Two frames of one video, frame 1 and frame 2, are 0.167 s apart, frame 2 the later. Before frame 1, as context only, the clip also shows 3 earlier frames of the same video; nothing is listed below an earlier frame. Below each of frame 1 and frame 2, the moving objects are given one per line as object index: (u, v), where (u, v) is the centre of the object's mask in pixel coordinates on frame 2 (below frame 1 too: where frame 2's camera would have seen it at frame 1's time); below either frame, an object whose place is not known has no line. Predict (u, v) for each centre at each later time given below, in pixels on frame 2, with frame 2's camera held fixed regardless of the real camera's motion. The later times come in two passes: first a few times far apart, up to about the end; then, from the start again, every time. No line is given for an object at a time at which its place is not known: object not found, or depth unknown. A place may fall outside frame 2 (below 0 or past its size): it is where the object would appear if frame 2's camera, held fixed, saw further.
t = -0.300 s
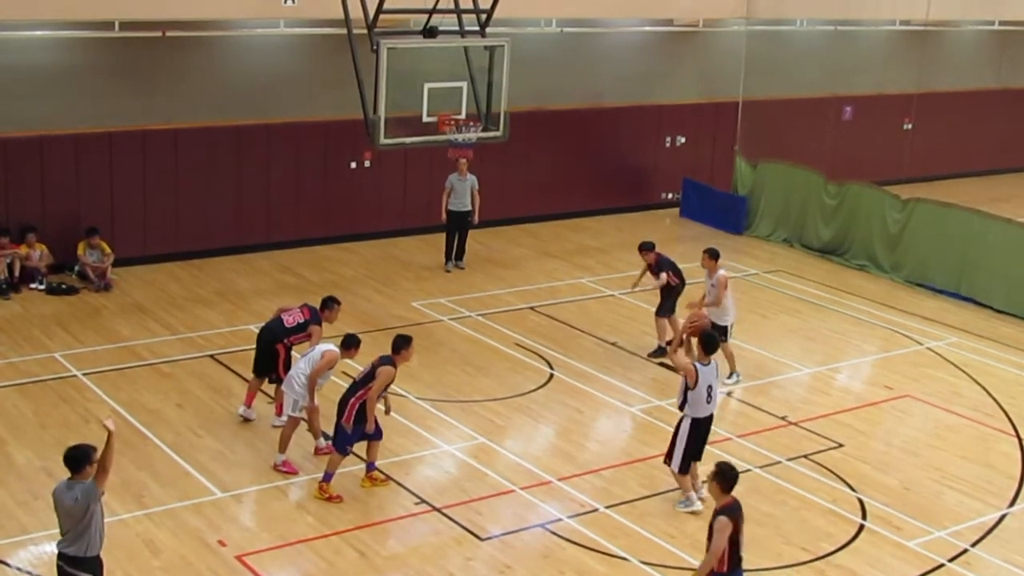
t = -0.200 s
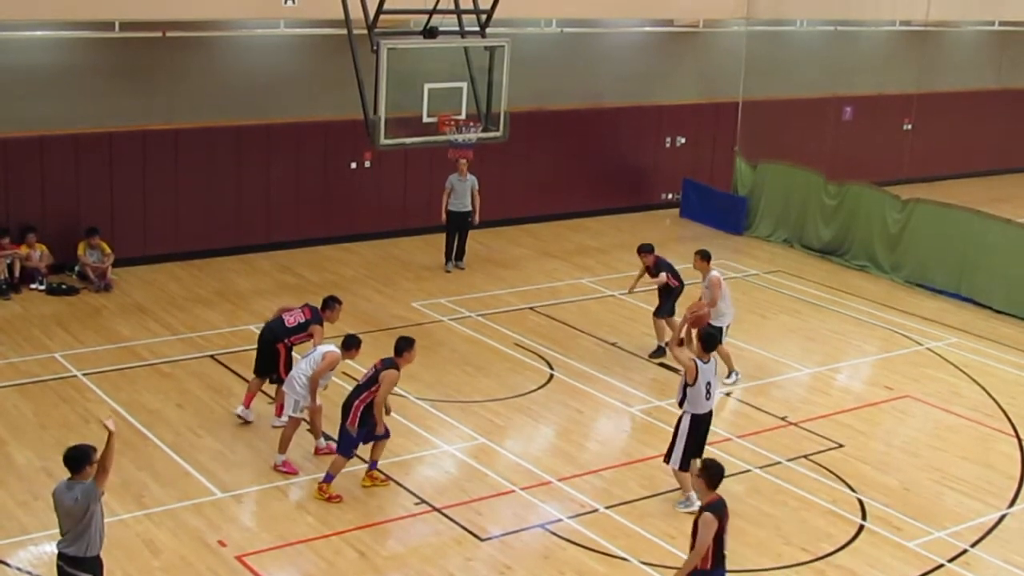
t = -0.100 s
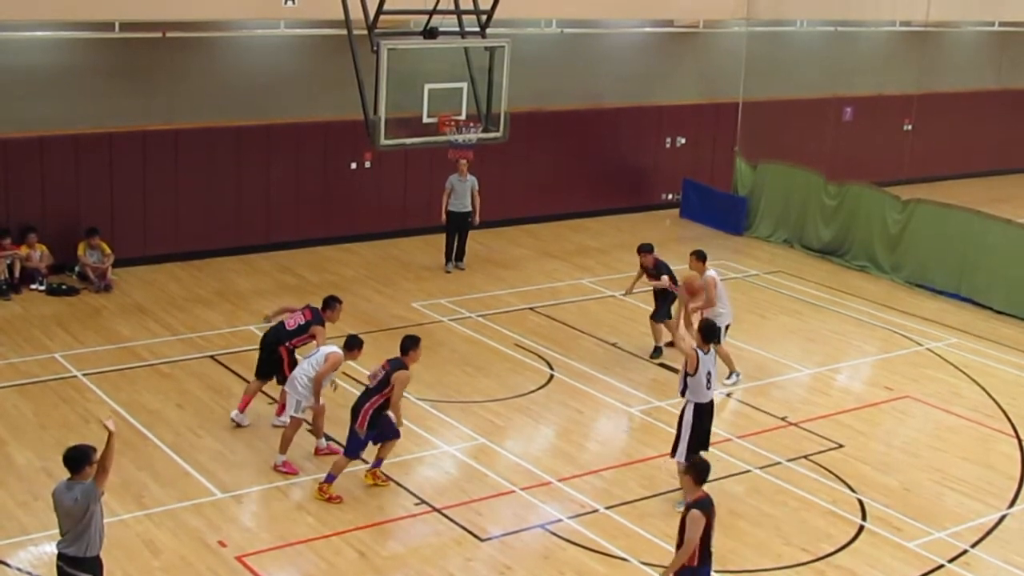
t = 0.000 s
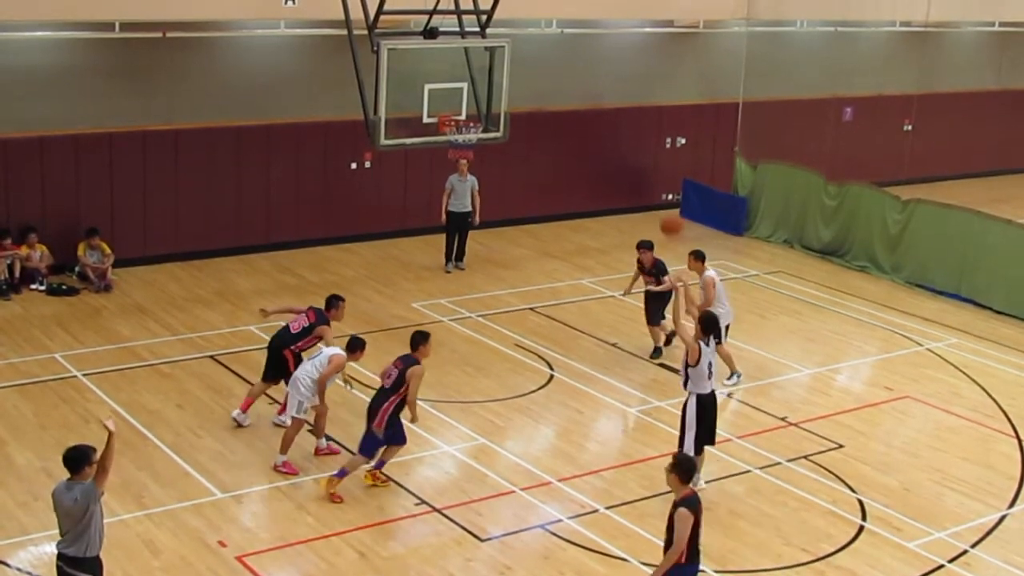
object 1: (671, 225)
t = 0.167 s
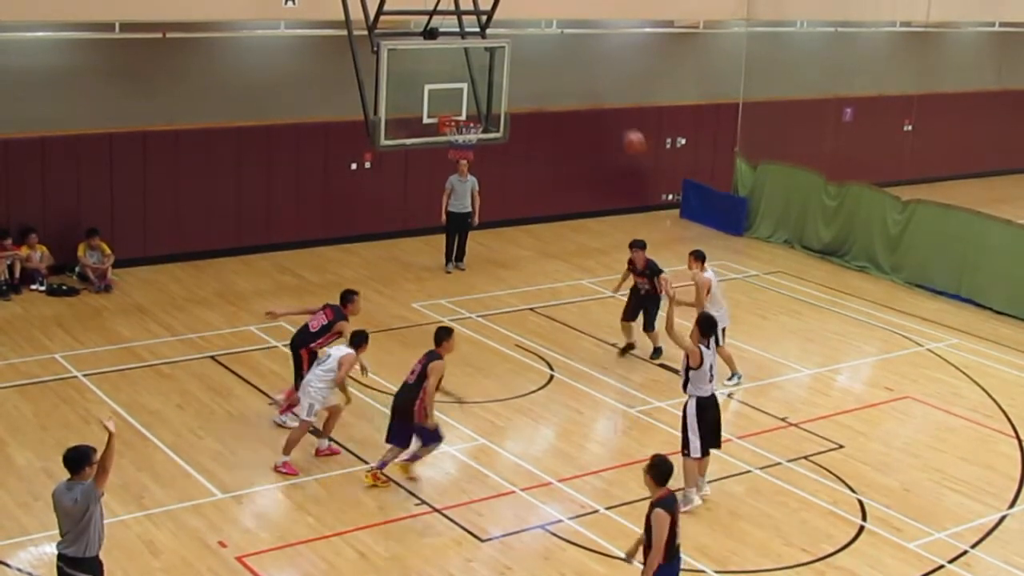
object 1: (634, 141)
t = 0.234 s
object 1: (618, 118)
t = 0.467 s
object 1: (565, 70)
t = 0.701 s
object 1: (514, 72)
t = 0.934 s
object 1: (467, 117)
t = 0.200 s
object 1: (626, 129)
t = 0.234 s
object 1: (618, 118)
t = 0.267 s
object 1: (611, 109)
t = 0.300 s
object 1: (603, 99)
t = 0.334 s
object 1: (595, 90)
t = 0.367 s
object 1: (587, 84)
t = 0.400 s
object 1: (579, 78)
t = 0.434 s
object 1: (572, 73)
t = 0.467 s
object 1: (565, 70)
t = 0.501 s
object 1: (558, 67)
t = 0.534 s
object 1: (550, 65)
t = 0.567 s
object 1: (543, 64)
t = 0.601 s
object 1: (536, 65)
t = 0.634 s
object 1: (528, 66)
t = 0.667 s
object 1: (521, 68)
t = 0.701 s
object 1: (514, 72)
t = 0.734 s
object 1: (507, 76)
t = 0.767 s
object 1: (500, 82)
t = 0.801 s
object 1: (493, 87)
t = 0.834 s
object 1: (486, 94)
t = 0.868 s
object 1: (480, 102)
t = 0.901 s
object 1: (473, 109)
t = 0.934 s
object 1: (467, 117)
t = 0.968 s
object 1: (465, 118)
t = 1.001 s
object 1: (459, 120)
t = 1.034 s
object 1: (456, 120)
